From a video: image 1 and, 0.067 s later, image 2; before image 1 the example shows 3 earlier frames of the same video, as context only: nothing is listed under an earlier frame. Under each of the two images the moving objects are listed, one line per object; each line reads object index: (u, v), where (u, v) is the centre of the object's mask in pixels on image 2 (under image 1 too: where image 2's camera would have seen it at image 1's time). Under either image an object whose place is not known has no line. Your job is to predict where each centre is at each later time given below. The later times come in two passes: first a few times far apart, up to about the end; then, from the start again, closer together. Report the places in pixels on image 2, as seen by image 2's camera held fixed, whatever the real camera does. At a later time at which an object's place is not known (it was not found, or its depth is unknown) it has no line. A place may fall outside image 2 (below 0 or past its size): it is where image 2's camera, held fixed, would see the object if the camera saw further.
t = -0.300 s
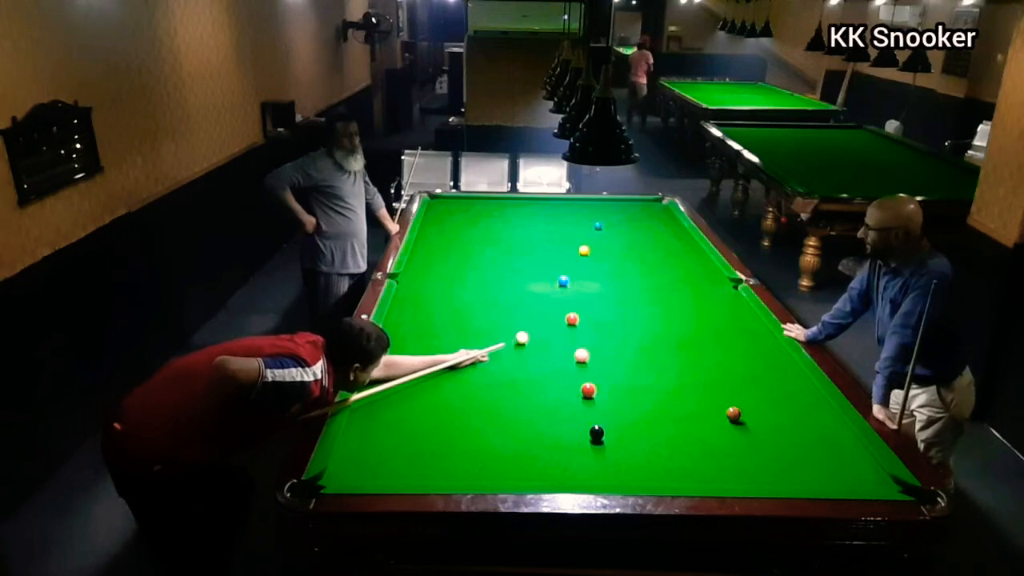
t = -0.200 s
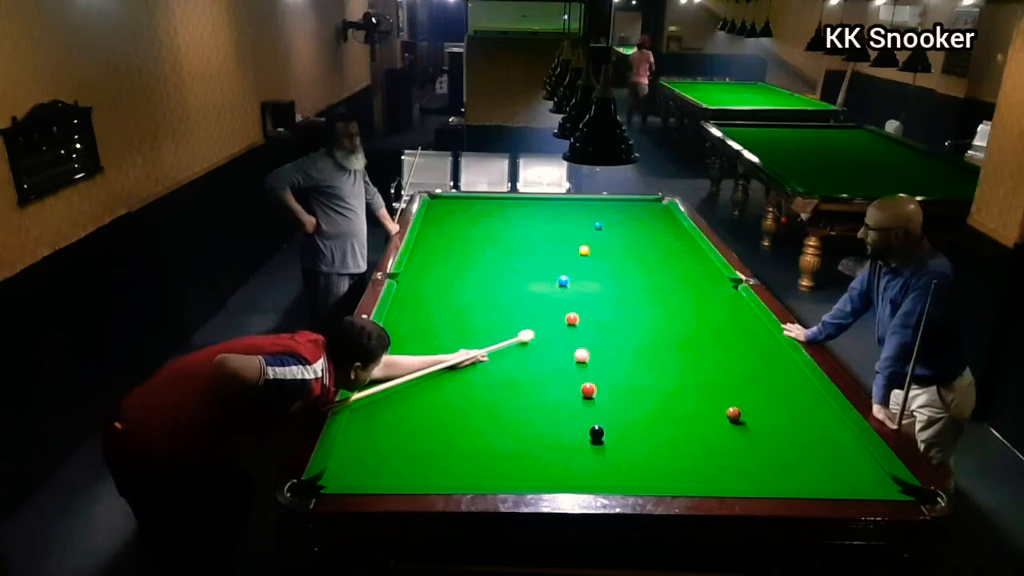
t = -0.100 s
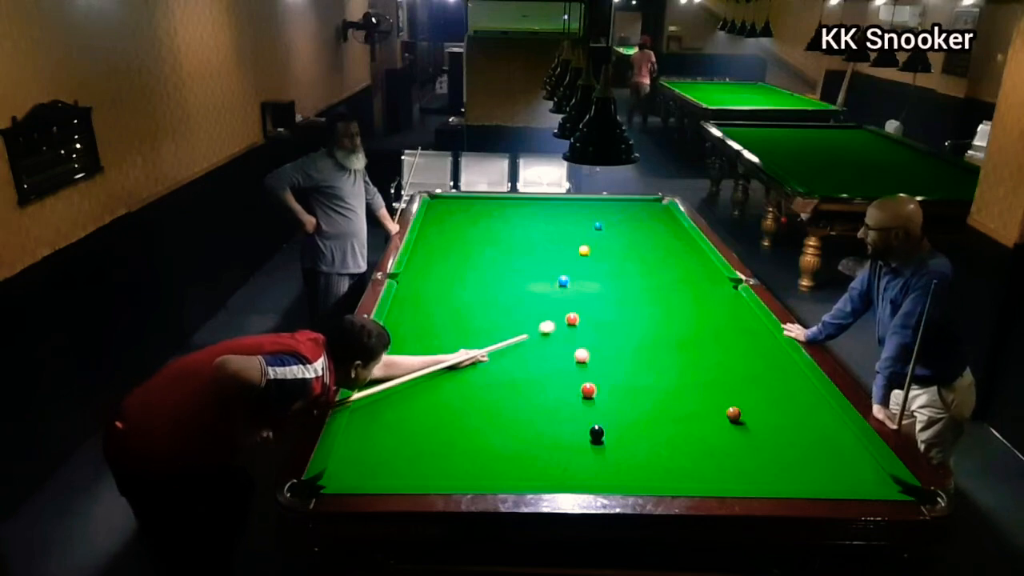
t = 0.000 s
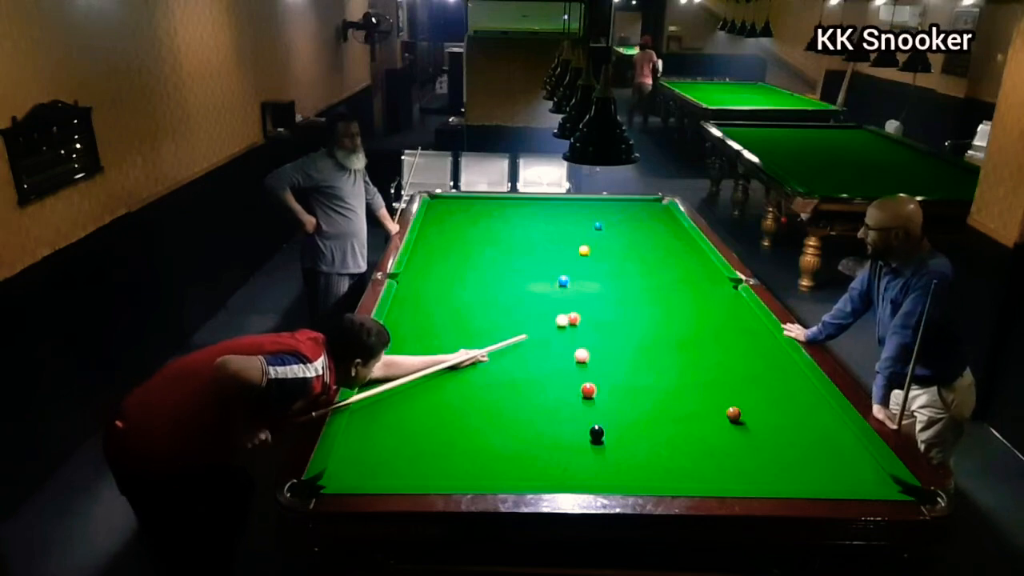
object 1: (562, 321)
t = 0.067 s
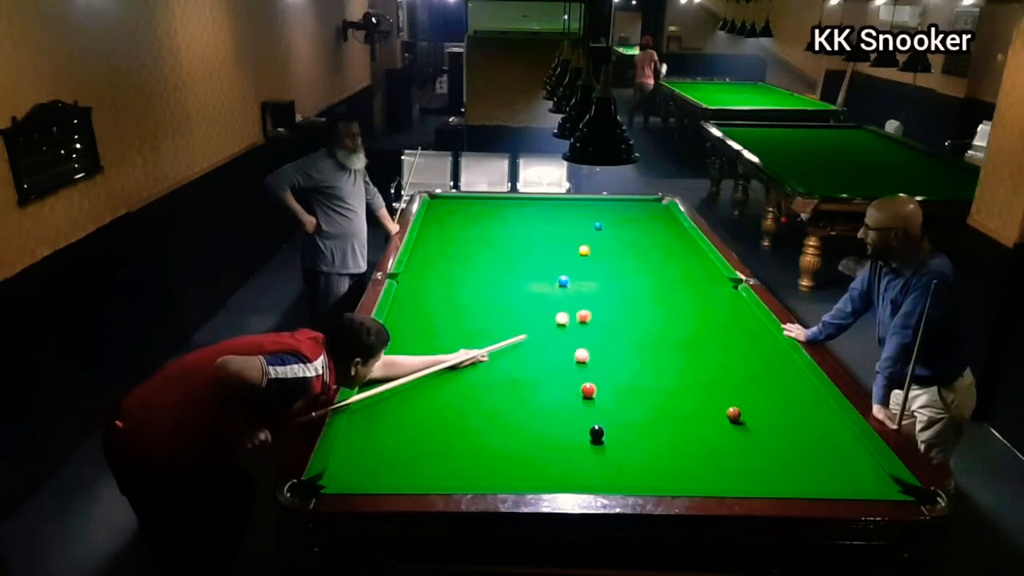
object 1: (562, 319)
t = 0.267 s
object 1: (565, 313)
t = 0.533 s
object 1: (569, 305)
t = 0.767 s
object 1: (572, 299)
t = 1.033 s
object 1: (575, 293)
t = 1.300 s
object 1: (578, 288)
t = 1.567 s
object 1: (580, 283)
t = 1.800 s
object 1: (582, 280)
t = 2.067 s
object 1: (584, 277)
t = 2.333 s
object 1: (587, 275)
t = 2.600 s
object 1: (588, 273)
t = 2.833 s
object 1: (589, 272)
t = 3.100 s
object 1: (591, 271)
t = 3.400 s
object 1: (591, 271)
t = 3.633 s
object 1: (591, 271)
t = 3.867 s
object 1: (591, 271)
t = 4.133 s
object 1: (591, 271)
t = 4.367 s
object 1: (591, 271)
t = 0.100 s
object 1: (562, 318)
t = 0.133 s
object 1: (563, 317)
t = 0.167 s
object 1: (564, 316)
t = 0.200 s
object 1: (564, 314)
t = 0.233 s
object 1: (565, 314)
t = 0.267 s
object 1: (565, 313)
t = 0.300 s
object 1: (566, 311)
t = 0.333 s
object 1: (566, 310)
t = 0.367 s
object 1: (567, 309)
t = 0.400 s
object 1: (567, 308)
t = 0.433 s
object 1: (568, 307)
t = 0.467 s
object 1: (568, 307)
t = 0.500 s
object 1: (569, 306)
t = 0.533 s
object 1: (569, 305)
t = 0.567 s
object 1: (570, 304)
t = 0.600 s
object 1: (570, 303)
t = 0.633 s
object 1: (570, 302)
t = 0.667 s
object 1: (571, 301)
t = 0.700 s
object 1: (571, 301)
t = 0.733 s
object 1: (572, 300)
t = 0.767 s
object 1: (572, 299)
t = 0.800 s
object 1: (573, 298)
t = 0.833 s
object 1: (573, 297)
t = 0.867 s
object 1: (573, 297)
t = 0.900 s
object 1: (574, 296)
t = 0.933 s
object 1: (574, 295)
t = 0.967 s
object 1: (574, 294)
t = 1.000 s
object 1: (575, 294)
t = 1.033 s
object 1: (575, 293)
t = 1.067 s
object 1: (575, 292)
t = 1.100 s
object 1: (576, 291)
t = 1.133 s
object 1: (576, 291)
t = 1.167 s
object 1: (576, 290)
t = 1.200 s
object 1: (577, 290)
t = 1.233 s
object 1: (577, 289)
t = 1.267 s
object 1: (577, 289)
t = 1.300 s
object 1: (578, 288)
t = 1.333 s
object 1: (578, 287)
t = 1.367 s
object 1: (578, 287)
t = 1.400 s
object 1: (579, 286)
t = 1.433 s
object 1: (579, 286)
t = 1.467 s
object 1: (579, 285)
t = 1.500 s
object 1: (579, 285)
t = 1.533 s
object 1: (580, 284)
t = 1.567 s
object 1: (580, 283)
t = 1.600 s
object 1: (580, 283)
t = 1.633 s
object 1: (581, 282)
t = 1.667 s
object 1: (581, 282)
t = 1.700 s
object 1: (581, 282)
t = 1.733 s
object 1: (582, 281)
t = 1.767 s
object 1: (582, 281)
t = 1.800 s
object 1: (582, 280)
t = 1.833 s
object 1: (582, 280)
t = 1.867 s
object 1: (582, 280)
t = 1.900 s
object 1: (582, 279)
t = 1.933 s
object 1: (583, 279)
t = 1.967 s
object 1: (584, 278)
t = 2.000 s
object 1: (584, 278)
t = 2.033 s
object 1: (584, 278)
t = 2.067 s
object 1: (584, 277)
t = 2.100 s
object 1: (585, 277)
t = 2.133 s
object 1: (585, 276)
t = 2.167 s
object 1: (585, 276)
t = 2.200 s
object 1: (585, 276)
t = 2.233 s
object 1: (586, 276)
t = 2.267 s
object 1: (586, 275)
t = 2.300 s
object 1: (586, 275)
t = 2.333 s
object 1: (587, 275)
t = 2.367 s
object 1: (587, 275)
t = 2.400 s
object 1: (587, 274)
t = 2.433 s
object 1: (587, 274)
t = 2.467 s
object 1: (587, 274)
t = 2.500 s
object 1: (588, 274)
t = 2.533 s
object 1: (588, 274)
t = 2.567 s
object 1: (588, 274)
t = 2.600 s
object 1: (588, 273)
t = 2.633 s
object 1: (588, 273)
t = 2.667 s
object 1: (589, 273)
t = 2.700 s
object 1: (589, 273)
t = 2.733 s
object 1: (589, 273)
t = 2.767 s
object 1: (589, 273)
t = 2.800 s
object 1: (589, 272)
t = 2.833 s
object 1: (589, 272)
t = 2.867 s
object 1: (589, 272)
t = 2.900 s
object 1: (590, 272)
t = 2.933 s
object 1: (590, 272)
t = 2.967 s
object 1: (590, 272)
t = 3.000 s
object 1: (590, 272)
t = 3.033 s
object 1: (590, 272)
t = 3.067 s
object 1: (591, 271)
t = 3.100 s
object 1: (591, 271)
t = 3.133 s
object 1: (591, 271)
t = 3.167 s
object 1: (591, 271)
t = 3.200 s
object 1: (591, 271)
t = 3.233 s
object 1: (591, 271)
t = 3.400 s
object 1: (591, 271)
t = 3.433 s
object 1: (592, 271)
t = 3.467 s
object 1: (591, 271)
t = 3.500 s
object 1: (591, 271)
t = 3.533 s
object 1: (591, 271)
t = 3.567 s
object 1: (591, 271)
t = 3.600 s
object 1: (591, 271)
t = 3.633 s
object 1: (591, 271)
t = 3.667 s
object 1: (591, 271)
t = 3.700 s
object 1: (591, 271)
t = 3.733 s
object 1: (591, 271)
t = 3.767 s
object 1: (591, 271)
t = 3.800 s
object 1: (591, 271)
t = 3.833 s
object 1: (591, 271)
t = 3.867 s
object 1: (591, 271)
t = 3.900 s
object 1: (591, 271)
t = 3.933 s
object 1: (591, 271)
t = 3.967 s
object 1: (591, 271)
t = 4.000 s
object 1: (591, 271)
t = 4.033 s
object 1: (591, 271)
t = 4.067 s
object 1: (591, 271)
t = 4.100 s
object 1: (591, 271)
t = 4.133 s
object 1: (591, 271)
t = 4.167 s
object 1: (591, 271)
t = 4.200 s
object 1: (591, 271)
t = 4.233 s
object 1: (591, 271)
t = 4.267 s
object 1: (591, 271)
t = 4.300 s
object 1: (591, 271)
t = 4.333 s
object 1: (591, 271)
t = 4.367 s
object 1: (591, 271)
